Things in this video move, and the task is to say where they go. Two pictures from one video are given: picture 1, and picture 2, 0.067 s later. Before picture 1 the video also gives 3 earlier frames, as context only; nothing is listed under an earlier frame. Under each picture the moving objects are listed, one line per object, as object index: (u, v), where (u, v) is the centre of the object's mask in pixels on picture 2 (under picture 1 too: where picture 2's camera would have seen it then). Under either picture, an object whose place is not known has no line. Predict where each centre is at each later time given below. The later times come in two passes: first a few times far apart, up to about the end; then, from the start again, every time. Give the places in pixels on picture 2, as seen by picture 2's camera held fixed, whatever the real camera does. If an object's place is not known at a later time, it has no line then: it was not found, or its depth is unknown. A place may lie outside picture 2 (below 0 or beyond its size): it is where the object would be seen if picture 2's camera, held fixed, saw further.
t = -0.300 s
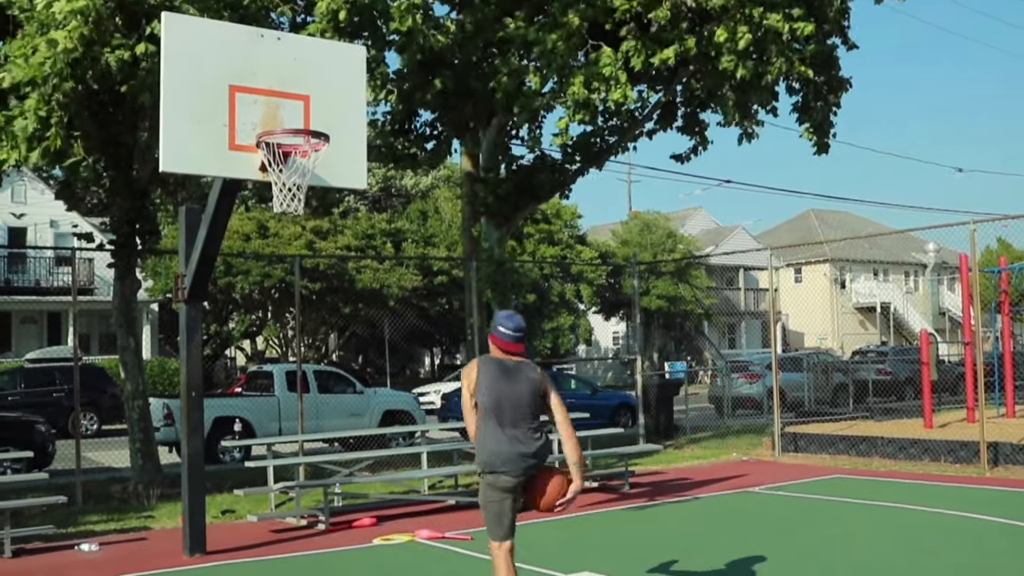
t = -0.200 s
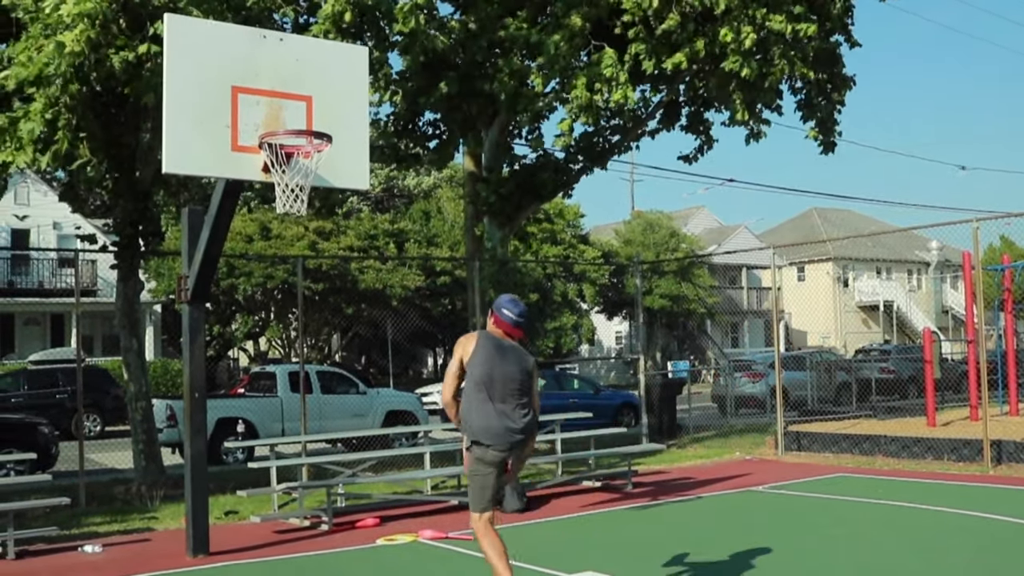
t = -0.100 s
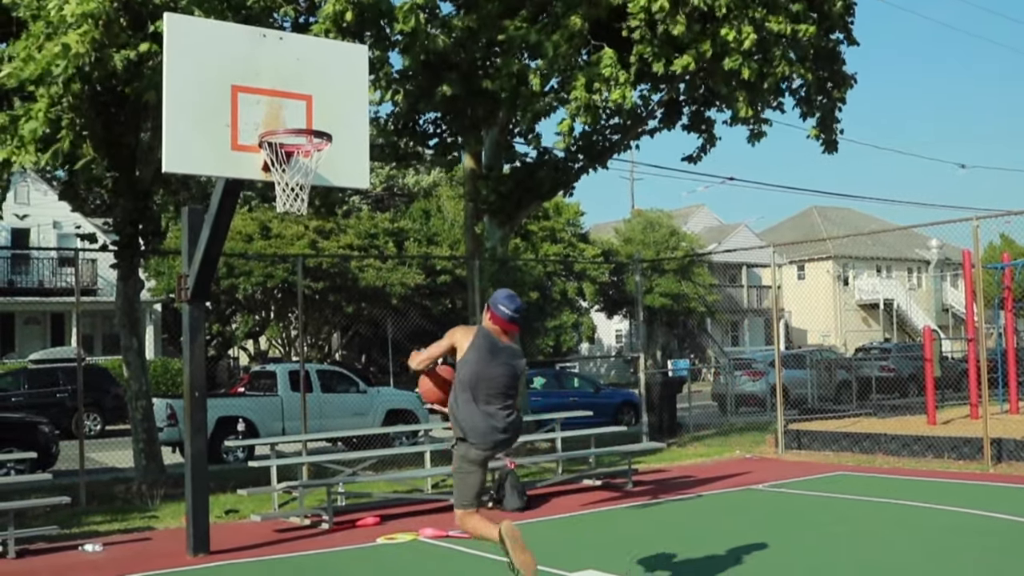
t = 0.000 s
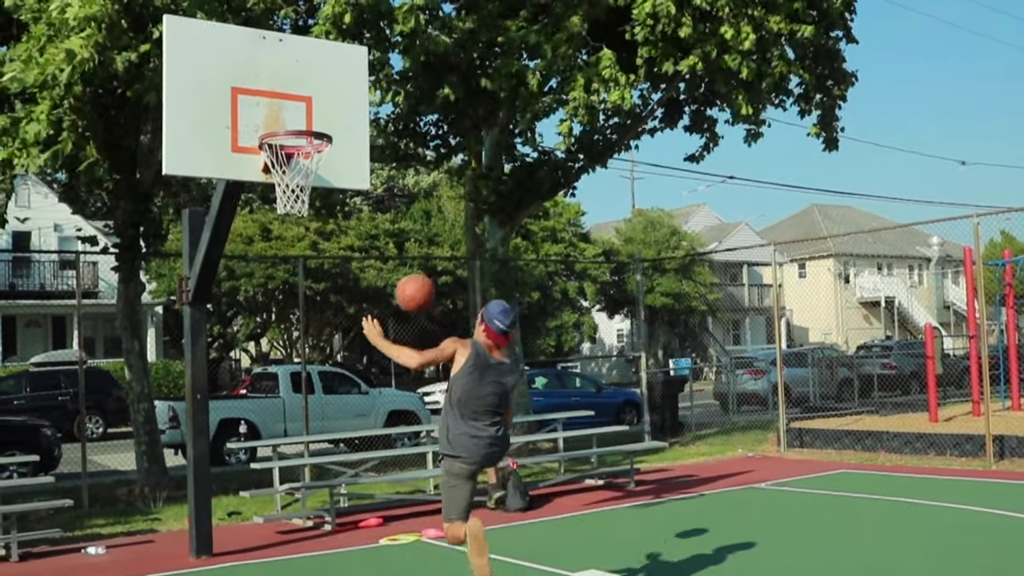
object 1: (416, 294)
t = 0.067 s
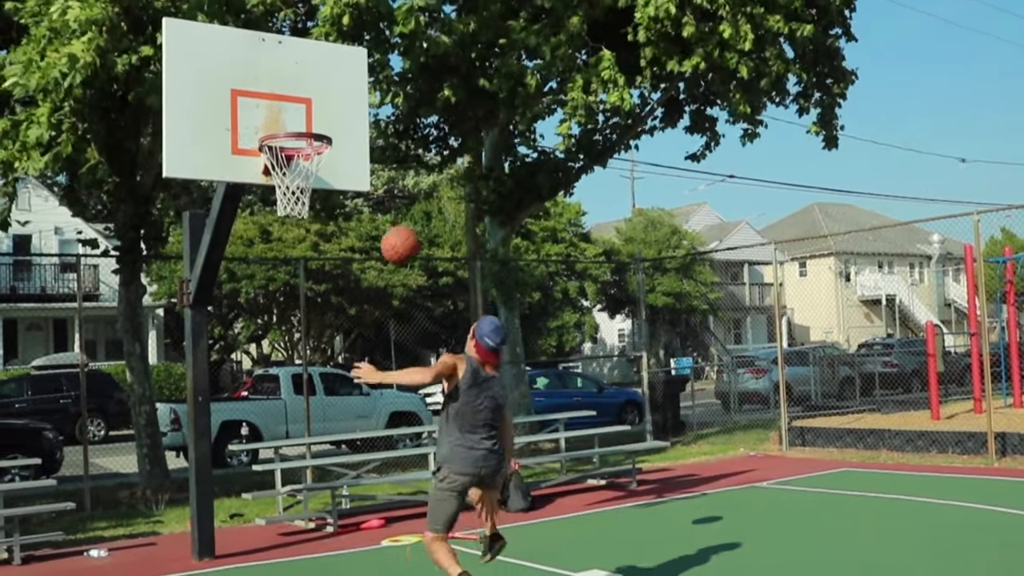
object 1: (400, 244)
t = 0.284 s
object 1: (356, 148)
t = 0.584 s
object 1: (400, 130)
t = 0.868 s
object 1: (459, 224)
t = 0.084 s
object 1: (397, 235)
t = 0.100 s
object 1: (393, 224)
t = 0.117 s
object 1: (390, 215)
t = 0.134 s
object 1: (386, 206)
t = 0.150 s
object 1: (382, 196)
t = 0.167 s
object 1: (378, 188)
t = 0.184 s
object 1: (376, 182)
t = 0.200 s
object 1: (372, 175)
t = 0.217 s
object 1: (369, 168)
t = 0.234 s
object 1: (366, 162)
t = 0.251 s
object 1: (363, 157)
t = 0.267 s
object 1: (359, 152)
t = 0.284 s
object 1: (356, 148)
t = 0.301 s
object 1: (353, 144)
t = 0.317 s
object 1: (350, 140)
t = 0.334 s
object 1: (348, 137)
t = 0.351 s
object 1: (351, 134)
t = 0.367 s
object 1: (354, 131)
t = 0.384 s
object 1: (358, 129)
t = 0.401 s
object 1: (361, 127)
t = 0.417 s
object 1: (365, 125)
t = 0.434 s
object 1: (369, 124)
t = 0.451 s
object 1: (373, 123)
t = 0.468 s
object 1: (376, 122)
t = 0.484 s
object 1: (379, 121)
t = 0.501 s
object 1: (383, 122)
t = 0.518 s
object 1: (386, 123)
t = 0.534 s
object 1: (390, 124)
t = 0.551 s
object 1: (393, 126)
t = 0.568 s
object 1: (396, 127)
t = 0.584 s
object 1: (400, 130)
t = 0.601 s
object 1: (403, 132)
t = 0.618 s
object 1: (407, 135)
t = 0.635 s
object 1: (411, 139)
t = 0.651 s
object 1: (414, 142)
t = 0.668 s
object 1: (417, 147)
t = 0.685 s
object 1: (421, 151)
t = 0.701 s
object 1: (424, 156)
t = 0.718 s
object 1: (428, 162)
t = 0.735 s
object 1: (432, 167)
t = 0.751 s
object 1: (436, 173)
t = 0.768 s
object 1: (439, 179)
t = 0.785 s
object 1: (442, 186)
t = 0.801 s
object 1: (446, 193)
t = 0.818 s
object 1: (449, 201)
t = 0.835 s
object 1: (453, 208)
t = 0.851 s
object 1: (456, 216)
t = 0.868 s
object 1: (459, 224)
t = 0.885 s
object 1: (464, 233)
